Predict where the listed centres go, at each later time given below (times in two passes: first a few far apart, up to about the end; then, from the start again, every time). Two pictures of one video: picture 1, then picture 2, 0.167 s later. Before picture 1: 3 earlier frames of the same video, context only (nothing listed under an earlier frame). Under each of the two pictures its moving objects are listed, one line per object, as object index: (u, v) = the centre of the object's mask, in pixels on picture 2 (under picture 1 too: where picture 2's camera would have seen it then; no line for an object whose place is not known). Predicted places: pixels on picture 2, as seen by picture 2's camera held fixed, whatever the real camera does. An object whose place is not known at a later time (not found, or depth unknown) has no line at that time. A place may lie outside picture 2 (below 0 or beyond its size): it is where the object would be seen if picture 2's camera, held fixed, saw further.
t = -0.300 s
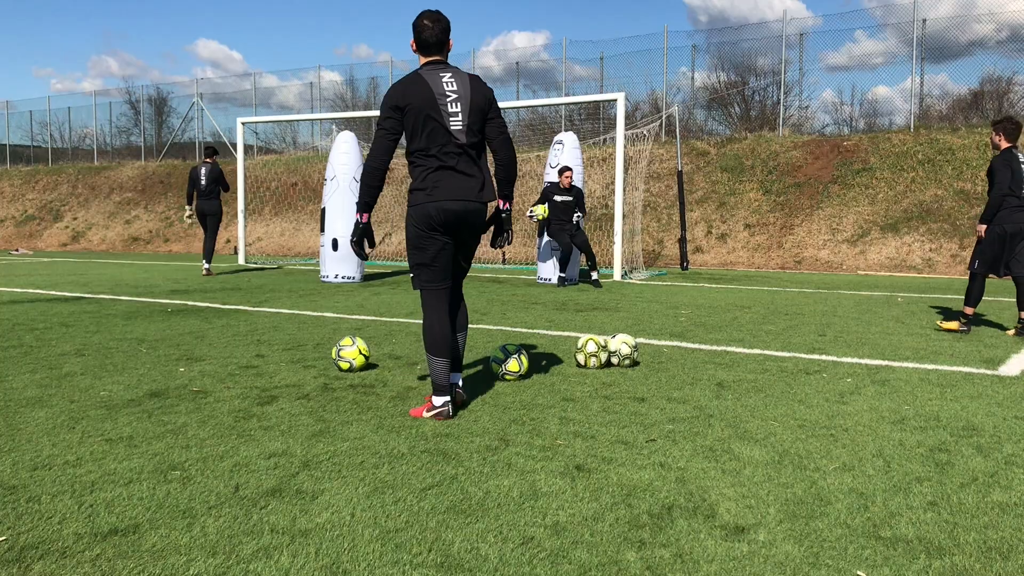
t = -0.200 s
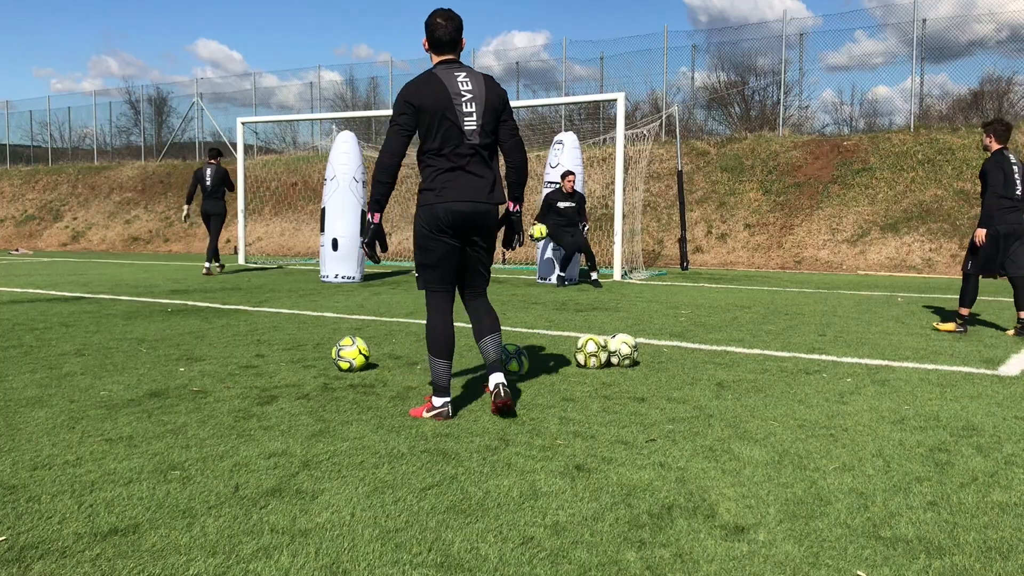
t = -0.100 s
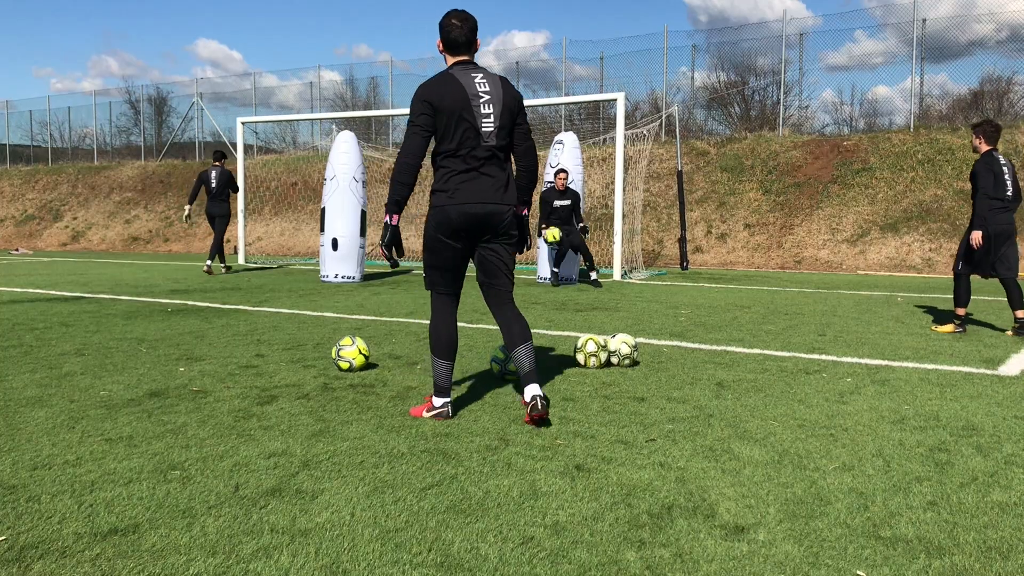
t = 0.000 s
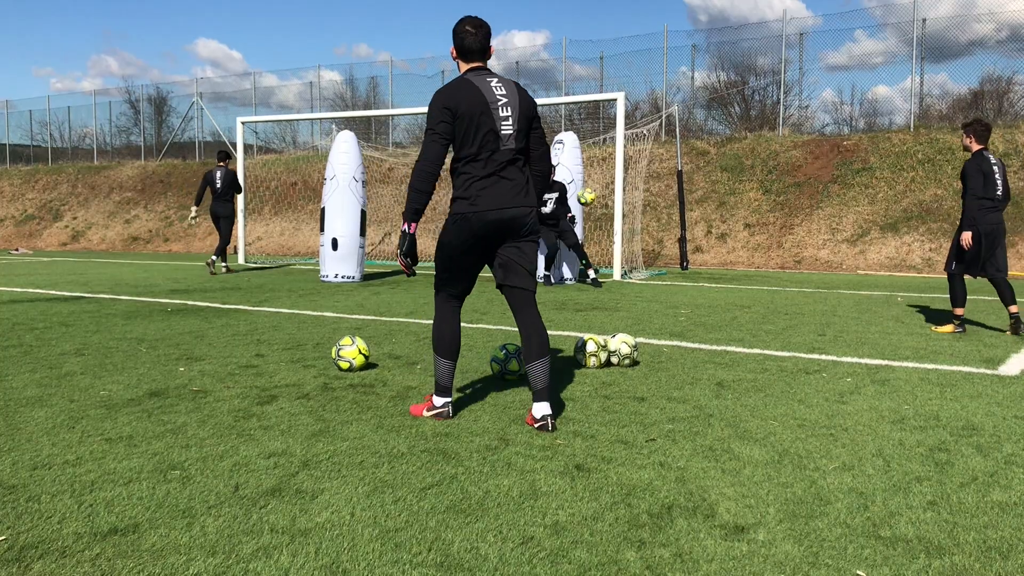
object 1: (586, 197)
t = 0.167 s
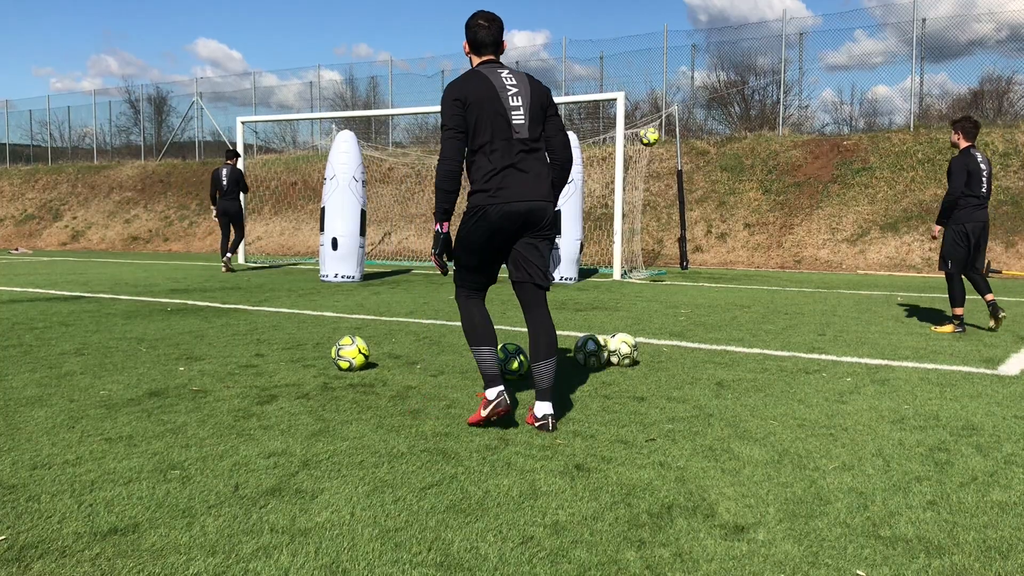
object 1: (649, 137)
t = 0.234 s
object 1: (676, 117)
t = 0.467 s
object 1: (781, 83)
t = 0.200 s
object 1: (662, 126)
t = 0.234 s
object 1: (676, 117)
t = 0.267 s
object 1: (690, 110)
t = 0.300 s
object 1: (704, 103)
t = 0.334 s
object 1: (719, 96)
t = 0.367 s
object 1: (734, 91)
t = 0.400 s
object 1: (749, 88)
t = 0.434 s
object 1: (765, 85)
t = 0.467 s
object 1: (781, 83)
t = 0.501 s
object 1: (797, 83)
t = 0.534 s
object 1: (814, 84)
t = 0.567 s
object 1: (830, 86)
